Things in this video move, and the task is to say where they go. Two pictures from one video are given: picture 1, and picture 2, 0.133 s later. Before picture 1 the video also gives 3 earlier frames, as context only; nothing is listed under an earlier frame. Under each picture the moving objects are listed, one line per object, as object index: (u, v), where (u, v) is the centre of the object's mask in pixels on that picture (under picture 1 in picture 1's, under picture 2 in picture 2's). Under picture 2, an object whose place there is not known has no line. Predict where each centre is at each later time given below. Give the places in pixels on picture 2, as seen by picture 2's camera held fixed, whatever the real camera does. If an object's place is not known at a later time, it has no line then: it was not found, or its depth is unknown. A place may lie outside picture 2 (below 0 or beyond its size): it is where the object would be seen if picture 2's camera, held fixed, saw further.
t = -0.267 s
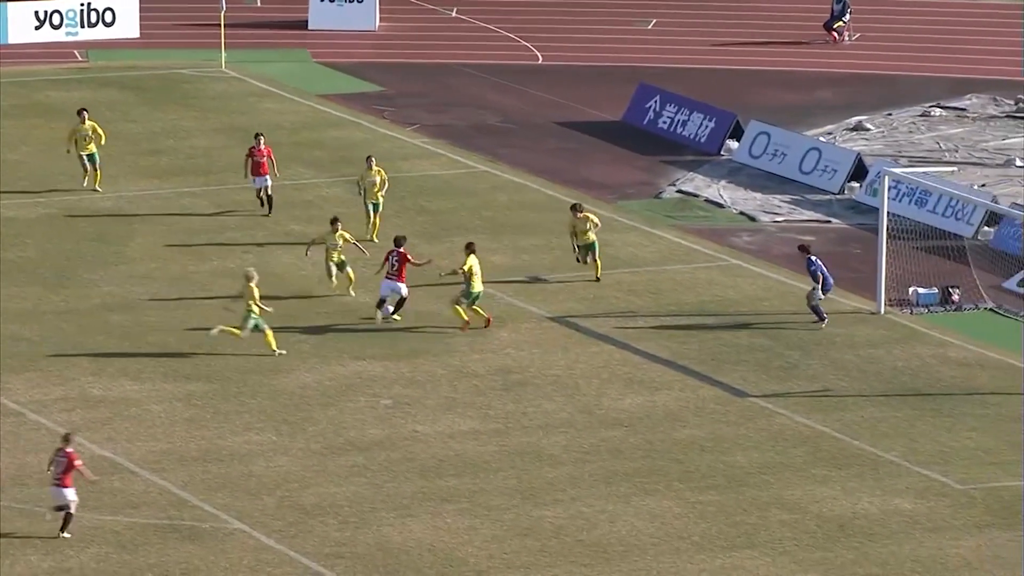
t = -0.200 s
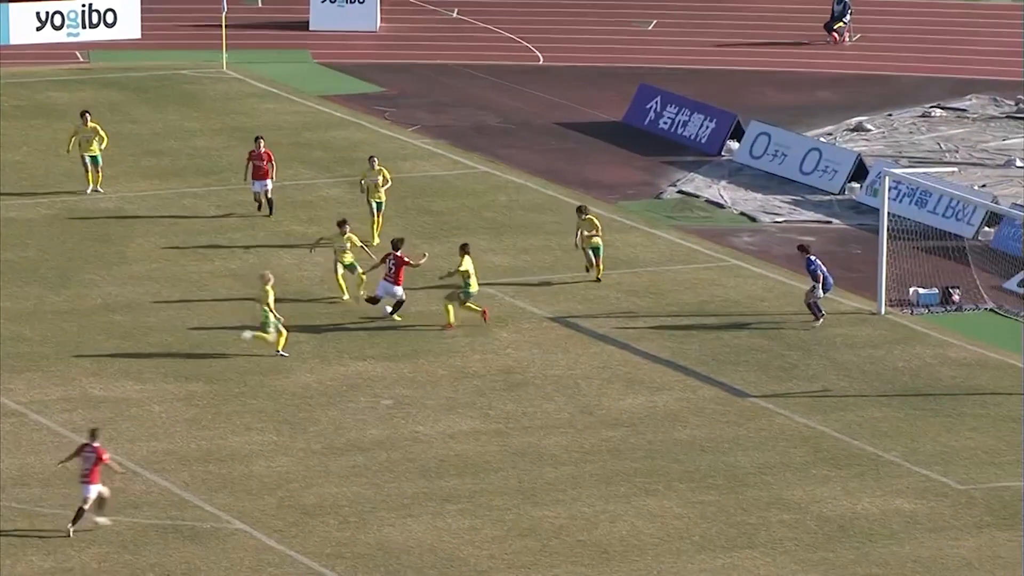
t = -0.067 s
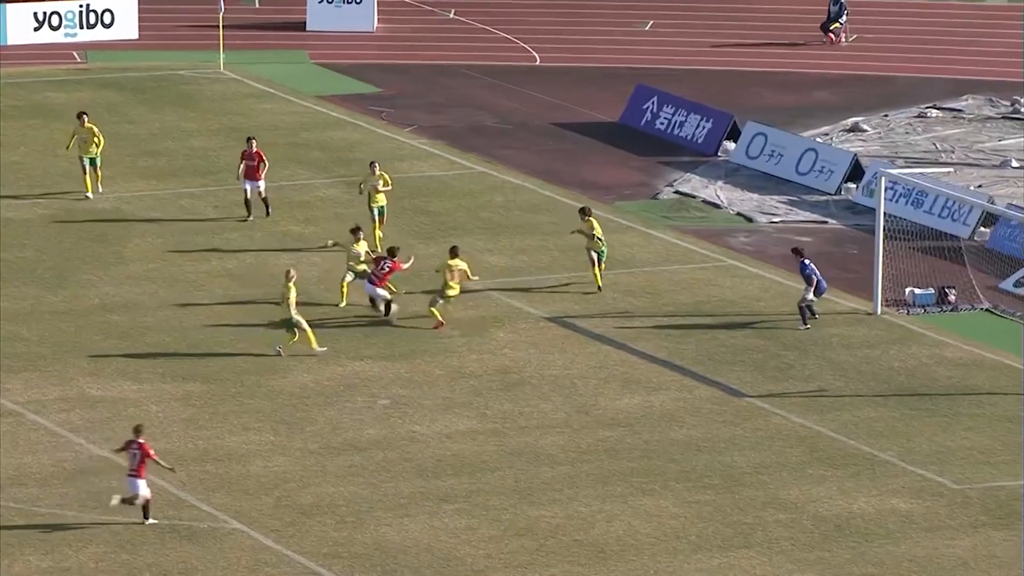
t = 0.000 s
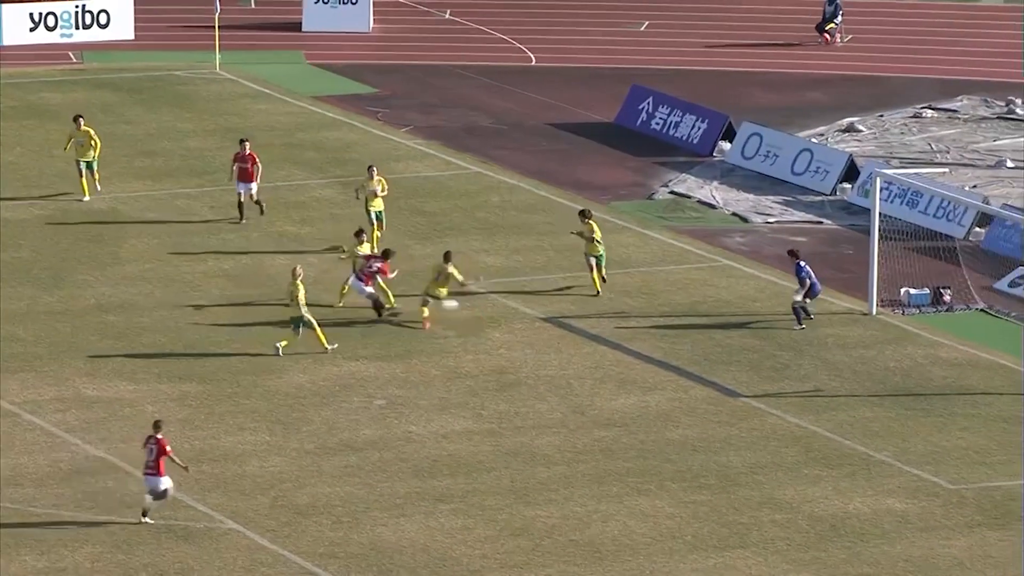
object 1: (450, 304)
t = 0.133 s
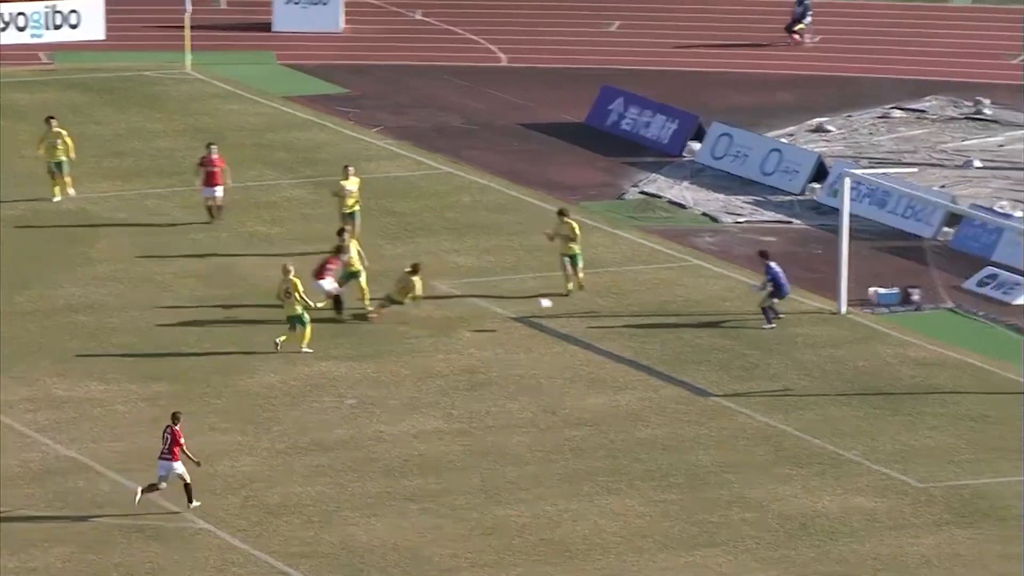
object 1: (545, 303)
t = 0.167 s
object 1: (575, 305)
